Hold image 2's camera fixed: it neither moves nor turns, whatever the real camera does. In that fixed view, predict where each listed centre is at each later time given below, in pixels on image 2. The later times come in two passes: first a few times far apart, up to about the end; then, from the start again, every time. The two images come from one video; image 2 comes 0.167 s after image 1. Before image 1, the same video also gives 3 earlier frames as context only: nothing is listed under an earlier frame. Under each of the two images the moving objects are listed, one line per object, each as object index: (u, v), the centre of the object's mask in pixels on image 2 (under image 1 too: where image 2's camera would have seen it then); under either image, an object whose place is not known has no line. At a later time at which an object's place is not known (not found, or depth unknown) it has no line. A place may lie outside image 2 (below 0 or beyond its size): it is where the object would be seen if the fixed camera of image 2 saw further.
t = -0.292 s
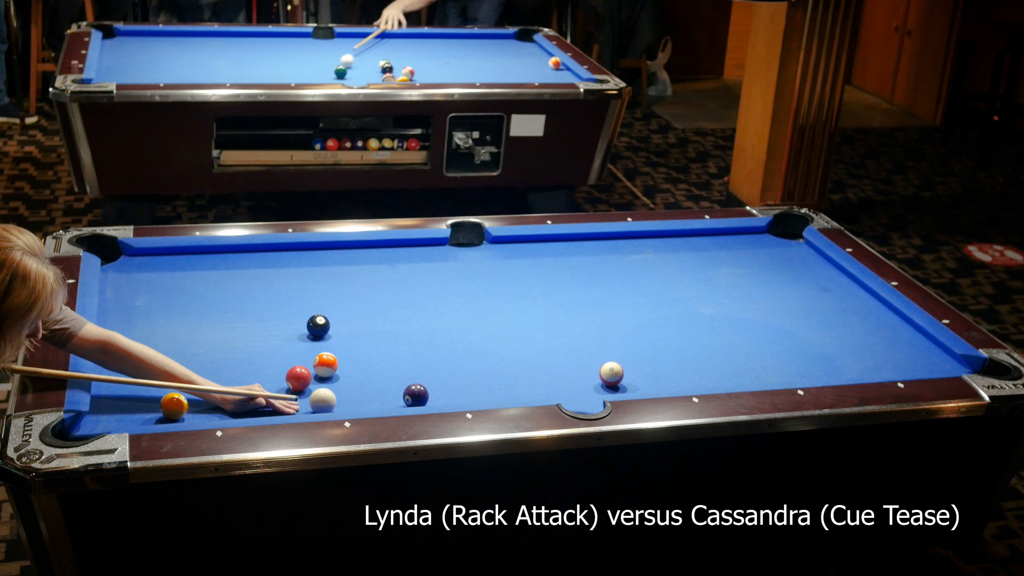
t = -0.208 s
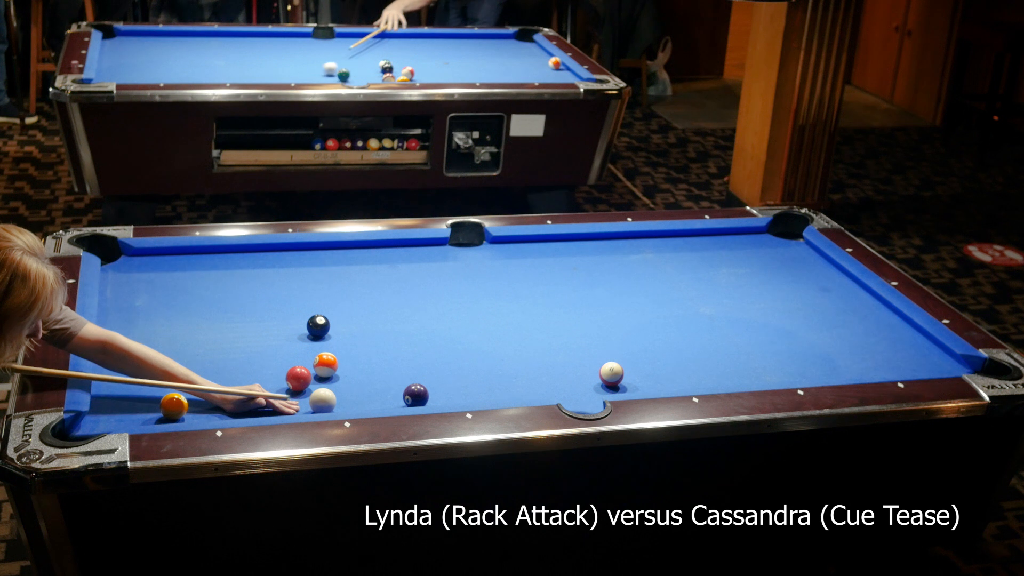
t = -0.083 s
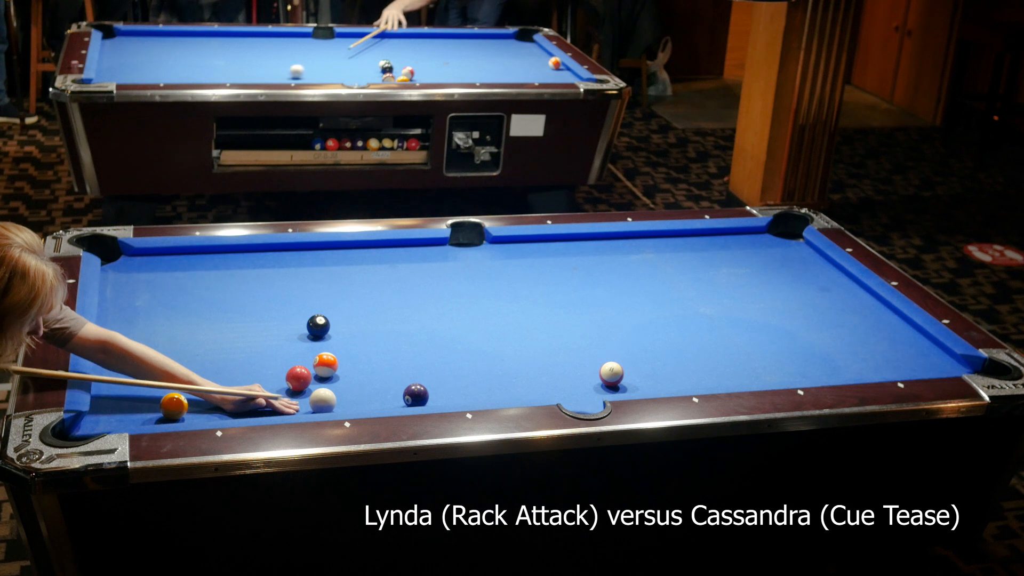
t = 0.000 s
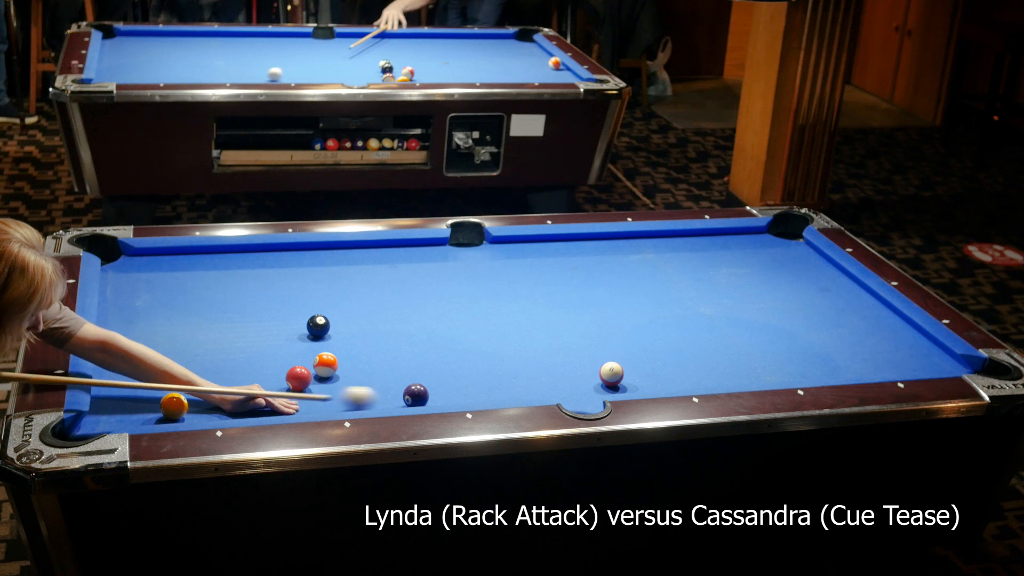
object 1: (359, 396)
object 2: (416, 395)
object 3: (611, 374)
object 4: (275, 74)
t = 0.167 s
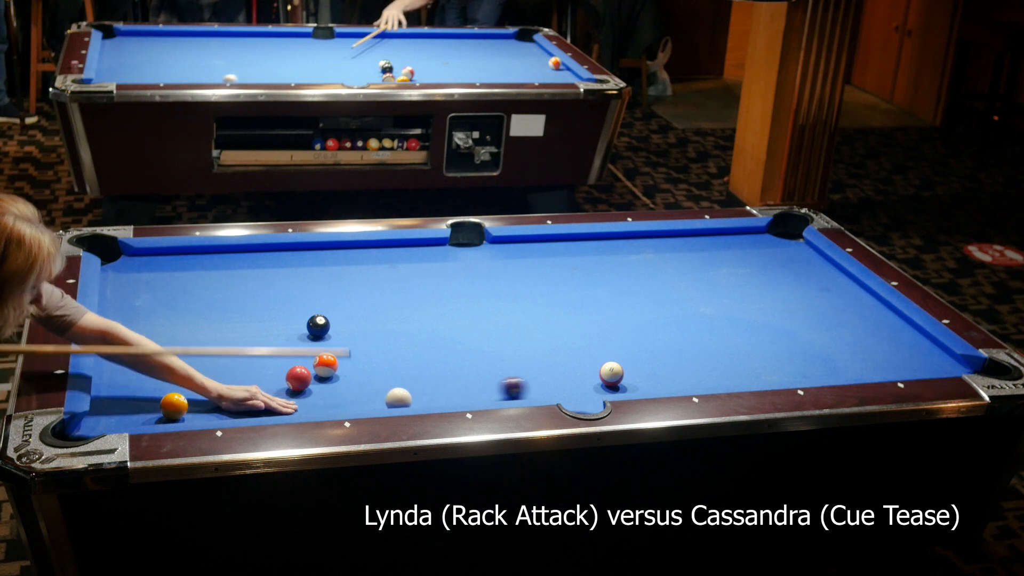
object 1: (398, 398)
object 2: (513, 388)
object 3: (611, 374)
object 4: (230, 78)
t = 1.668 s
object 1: (434, 395)
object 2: (798, 336)
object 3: (766, 286)
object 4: (198, 54)
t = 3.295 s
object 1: (434, 395)
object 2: (852, 307)
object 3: (760, 244)
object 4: (306, 35)
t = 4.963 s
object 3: (717, 237)
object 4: (346, 41)
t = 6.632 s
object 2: (827, 307)
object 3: (716, 237)
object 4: (349, 42)
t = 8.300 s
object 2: (827, 307)
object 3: (716, 237)
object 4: (348, 42)
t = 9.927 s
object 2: (827, 307)
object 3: (716, 237)
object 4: (348, 42)
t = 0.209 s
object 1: (401, 399)
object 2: (538, 386)
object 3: (611, 374)
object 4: (219, 79)
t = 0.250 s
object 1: (403, 399)
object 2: (561, 385)
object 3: (611, 374)
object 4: (209, 79)
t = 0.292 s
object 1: (406, 399)
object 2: (583, 384)
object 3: (611, 374)
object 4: (199, 79)
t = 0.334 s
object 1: (408, 399)
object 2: (601, 384)
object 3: (616, 370)
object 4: (191, 78)
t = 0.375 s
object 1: (411, 399)
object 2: (616, 384)
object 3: (623, 366)
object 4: (181, 77)
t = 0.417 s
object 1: (413, 400)
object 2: (630, 386)
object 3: (630, 363)
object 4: (172, 77)
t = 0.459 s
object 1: (415, 400)
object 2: (636, 384)
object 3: (635, 360)
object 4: (163, 76)
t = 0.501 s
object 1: (416, 399)
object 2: (643, 383)
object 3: (640, 357)
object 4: (154, 76)
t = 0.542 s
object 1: (418, 399)
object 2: (650, 381)
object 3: (646, 353)
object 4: (144, 76)
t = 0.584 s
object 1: (419, 399)
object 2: (657, 380)
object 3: (652, 350)
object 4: (136, 75)
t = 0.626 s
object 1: (420, 398)
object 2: (663, 378)
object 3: (657, 347)
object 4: (127, 74)
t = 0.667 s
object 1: (421, 398)
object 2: (670, 377)
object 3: (663, 344)
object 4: (118, 73)
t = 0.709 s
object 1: (422, 398)
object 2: (676, 375)
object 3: (668, 341)
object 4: (109, 73)
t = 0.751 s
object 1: (424, 398)
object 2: (683, 373)
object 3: (673, 338)
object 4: (104, 72)
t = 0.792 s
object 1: (424, 397)
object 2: (689, 371)
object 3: (678, 335)
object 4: (110, 71)
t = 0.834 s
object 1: (425, 397)
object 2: (695, 369)
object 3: (683, 332)
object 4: (115, 70)
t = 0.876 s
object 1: (426, 397)
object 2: (701, 367)
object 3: (688, 329)
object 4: (120, 69)
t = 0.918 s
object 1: (427, 397)
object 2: (707, 365)
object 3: (692, 327)
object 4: (125, 68)
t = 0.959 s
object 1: (428, 397)
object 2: (712, 363)
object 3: (697, 324)
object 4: (129, 67)
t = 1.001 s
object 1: (429, 396)
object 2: (718, 361)
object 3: (702, 321)
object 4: (134, 67)
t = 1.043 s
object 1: (430, 396)
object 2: (724, 360)
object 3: (707, 319)
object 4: (138, 66)
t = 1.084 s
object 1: (430, 396)
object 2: (730, 358)
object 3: (711, 317)
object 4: (143, 65)
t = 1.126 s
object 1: (431, 396)
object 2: (735, 356)
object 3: (715, 314)
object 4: (147, 64)
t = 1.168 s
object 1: (431, 396)
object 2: (740, 355)
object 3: (719, 311)
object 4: (151, 63)
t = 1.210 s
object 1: (432, 396)
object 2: (745, 353)
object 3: (724, 309)
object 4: (156, 62)
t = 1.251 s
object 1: (433, 396)
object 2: (751, 351)
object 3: (728, 307)
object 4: (160, 62)
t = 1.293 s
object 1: (433, 396)
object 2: (756, 350)
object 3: (732, 305)
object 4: (164, 61)
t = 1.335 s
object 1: (433, 396)
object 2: (761, 348)
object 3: (736, 302)
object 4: (168, 60)
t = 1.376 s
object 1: (433, 395)
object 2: (766, 346)
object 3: (740, 300)
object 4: (172, 59)
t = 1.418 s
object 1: (434, 395)
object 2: (771, 344)
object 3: (744, 298)
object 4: (176, 58)
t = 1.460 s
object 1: (434, 395)
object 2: (776, 343)
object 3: (748, 296)
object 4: (180, 58)
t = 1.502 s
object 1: (434, 395)
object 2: (780, 342)
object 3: (751, 294)
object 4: (184, 57)
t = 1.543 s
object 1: (434, 395)
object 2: (785, 340)
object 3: (755, 291)
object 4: (187, 56)
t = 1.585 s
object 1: (434, 395)
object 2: (789, 339)
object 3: (759, 289)
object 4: (191, 55)
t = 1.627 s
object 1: (434, 395)
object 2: (794, 337)
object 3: (762, 288)
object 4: (195, 55)
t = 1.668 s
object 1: (434, 395)
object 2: (798, 336)
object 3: (766, 286)
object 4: (198, 54)
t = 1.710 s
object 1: (434, 395)
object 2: (802, 335)
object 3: (769, 283)
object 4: (202, 53)
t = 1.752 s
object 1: (434, 395)
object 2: (807, 333)
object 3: (773, 282)
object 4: (205, 52)
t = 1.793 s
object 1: (434, 395)
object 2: (811, 332)
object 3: (775, 280)
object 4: (209, 52)
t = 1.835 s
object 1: (434, 395)
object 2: (815, 330)
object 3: (778, 278)
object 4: (212, 51)
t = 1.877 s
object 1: (434, 395)
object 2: (819, 329)
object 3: (781, 276)
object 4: (216, 50)
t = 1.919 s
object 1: (434, 395)
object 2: (823, 328)
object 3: (785, 274)
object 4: (219, 50)
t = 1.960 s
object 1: (434, 395)
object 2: (827, 327)
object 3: (788, 273)
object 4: (222, 49)
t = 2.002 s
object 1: (434, 395)
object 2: (831, 326)
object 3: (791, 271)
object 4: (226, 48)
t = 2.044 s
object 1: (434, 395)
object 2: (834, 324)
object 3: (793, 270)
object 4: (229, 48)
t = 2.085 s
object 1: (434, 395)
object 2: (838, 323)
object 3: (796, 268)
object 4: (232, 47)
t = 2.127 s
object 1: (434, 395)
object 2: (841, 322)
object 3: (799, 266)
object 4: (235, 46)
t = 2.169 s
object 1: (434, 395)
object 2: (845, 321)
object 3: (802, 265)
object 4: (238, 46)
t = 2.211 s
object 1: (434, 395)
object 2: (849, 320)
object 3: (804, 263)
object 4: (242, 45)
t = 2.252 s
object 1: (434, 395)
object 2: (852, 319)
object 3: (807, 262)
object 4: (244, 45)
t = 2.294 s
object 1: (434, 395)
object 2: (856, 318)
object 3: (809, 260)
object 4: (247, 44)
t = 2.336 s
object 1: (434, 395)
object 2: (859, 317)
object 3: (812, 259)
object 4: (250, 43)
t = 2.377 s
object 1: (434, 395)
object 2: (863, 316)
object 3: (814, 257)
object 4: (253, 43)
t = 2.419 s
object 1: (434, 395)
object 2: (866, 315)
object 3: (817, 256)
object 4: (256, 42)
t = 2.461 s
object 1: (434, 395)
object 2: (869, 314)
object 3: (815, 255)
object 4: (259, 42)
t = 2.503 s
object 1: (434, 395)
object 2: (872, 314)
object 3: (812, 254)
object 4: (262, 41)
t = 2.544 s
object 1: (434, 395)
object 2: (875, 313)
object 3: (809, 253)
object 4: (265, 40)
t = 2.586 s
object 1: (434, 395)
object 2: (878, 312)
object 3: (806, 253)
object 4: (267, 40)
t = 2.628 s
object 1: (434, 395)
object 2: (881, 311)
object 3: (802, 252)
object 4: (270, 39)
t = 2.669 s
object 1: (434, 395)
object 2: (884, 310)
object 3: (800, 252)
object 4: (272, 39)
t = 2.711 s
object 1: (434, 395)
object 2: (886, 310)
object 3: (796, 251)
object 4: (275, 38)
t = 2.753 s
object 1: (434, 395)
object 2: (884, 309)
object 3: (793, 250)
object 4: (278, 38)
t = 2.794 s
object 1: (434, 395)
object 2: (881, 309)
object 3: (791, 250)
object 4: (280, 37)
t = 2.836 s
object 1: (434, 395)
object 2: (878, 309)
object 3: (788, 249)
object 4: (283, 37)
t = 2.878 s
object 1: (434, 395)
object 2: (875, 309)
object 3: (785, 249)
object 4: (285, 37)
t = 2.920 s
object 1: (434, 395)
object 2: (873, 309)
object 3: (782, 248)
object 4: (288, 36)
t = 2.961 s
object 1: (434, 395)
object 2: (870, 308)
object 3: (780, 248)
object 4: (290, 36)
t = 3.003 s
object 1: (434, 395)
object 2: (868, 308)
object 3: (777, 247)
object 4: (292, 35)
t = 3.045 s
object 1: (434, 395)
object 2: (865, 308)
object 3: (775, 246)
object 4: (295, 35)
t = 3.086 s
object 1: (434, 395)
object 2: (863, 308)
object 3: (772, 246)
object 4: (297, 34)
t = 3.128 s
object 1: (434, 395)
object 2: (861, 308)
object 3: (770, 245)
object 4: (299, 34)
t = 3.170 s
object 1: (434, 395)
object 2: (859, 308)
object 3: (768, 245)
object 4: (301, 34)
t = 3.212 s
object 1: (434, 395)
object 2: (856, 308)
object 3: (765, 245)
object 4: (303, 34)
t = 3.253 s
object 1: (434, 395)
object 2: (854, 307)
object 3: (763, 244)
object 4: (305, 34)
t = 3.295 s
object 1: (434, 395)
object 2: (852, 307)
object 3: (760, 244)
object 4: (306, 35)
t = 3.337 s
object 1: (434, 395)
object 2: (850, 307)
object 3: (758, 243)
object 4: (308, 35)
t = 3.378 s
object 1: (434, 395)
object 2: (849, 307)
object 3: (756, 243)
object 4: (310, 35)
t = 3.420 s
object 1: (434, 395)
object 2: (847, 307)
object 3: (754, 243)
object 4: (311, 36)
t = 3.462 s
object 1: (434, 395)
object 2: (845, 307)
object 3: (752, 242)
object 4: (312, 36)
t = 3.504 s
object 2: (844, 307)
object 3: (750, 242)
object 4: (314, 36)
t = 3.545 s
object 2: (842, 307)
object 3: (748, 242)
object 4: (315, 36)
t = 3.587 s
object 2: (840, 307)
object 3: (746, 241)
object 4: (317, 36)
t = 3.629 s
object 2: (839, 307)
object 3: (745, 241)
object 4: (318, 37)
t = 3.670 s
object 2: (838, 307)
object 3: (743, 241)
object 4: (320, 37)
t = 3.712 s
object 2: (836, 307)
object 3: (741, 241)
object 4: (321, 37)
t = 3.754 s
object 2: (835, 307)
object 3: (740, 240)
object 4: (322, 37)
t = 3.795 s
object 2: (834, 306)
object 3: (738, 240)
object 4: (324, 37)
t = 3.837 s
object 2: (833, 306)
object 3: (736, 240)
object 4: (325, 37)
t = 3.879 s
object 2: (832, 306)
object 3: (735, 240)
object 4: (326, 38)
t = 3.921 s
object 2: (831, 306)
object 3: (734, 240)
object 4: (329, 37)
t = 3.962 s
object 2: (830, 306)
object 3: (732, 240)
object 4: (328, 38)
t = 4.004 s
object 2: (829, 306)
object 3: (731, 239)
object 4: (330, 38)
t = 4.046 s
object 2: (828, 306)
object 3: (730, 239)
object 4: (331, 38)
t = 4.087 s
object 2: (828, 306)
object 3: (728, 239)
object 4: (332, 38)
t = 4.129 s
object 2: (827, 306)
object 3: (727, 239)
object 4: (333, 37)
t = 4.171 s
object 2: (827, 307)
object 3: (726, 239)
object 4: (332, 35)
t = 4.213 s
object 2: (826, 307)
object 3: (726, 239)
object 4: (334, 39)
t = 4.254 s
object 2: (826, 307)
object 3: (724, 238)
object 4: (336, 39)
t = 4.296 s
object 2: (826, 307)
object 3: (724, 238)
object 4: (336, 39)
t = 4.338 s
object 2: (826, 307)
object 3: (723, 238)
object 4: (337, 40)
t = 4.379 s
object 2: (826, 307)
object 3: (722, 238)
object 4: (338, 40)
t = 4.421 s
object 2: (826, 307)
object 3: (722, 238)
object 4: (339, 40)
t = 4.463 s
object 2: (826, 307)
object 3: (721, 238)
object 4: (339, 40)
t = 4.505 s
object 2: (826, 307)
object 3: (720, 238)
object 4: (340, 40)
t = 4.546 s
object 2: (826, 307)
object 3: (720, 238)
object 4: (341, 40)
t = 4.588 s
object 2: (826, 307)
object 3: (720, 238)
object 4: (341, 40)
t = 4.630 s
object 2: (826, 307)
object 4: (342, 41)
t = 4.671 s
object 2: (826, 307)
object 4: (343, 41)
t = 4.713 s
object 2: (826, 307)
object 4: (343, 41)
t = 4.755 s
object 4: (344, 41)
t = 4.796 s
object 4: (344, 41)
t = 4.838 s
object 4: (345, 41)
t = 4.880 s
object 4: (346, 41)
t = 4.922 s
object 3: (716, 236)
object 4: (346, 41)
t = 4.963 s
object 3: (717, 237)
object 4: (346, 41)
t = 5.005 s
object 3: (716, 237)
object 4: (347, 41)
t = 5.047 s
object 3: (716, 237)
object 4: (347, 41)
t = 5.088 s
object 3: (716, 237)
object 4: (347, 41)
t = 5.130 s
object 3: (716, 237)
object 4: (348, 41)
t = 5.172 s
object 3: (716, 237)
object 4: (348, 41)
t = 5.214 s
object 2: (824, 304)
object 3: (716, 237)
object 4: (348, 41)
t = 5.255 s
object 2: (827, 307)
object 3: (716, 237)
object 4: (349, 42)
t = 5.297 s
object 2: (826, 306)
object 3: (716, 237)
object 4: (349, 42)
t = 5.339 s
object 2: (827, 306)
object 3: (716, 237)
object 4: (349, 42)
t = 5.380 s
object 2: (827, 306)
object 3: (716, 237)
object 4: (349, 42)
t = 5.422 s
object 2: (827, 306)
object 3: (716, 237)
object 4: (349, 42)
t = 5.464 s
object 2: (827, 306)
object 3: (716, 237)
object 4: (349, 42)
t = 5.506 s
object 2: (827, 306)
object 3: (716, 237)
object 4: (349, 42)
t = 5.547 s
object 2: (827, 306)
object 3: (716, 237)
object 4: (349, 42)
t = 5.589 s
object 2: (827, 306)
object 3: (716, 237)
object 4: (349, 42)
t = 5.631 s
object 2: (827, 306)
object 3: (716, 237)
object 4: (349, 42)
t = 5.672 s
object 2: (827, 306)
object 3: (716, 237)
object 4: (349, 42)
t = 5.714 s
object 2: (827, 306)
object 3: (716, 237)
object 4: (349, 42)
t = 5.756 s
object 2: (827, 306)
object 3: (716, 237)
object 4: (349, 42)
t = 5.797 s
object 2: (827, 306)
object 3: (716, 237)
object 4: (349, 42)
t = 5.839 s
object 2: (827, 306)
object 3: (716, 237)
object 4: (349, 42)
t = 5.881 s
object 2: (827, 306)
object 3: (716, 237)
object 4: (349, 42)
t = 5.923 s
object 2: (827, 306)
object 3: (716, 237)
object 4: (348, 42)
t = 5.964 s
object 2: (827, 306)
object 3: (716, 237)
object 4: (349, 42)
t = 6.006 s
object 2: (827, 306)
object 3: (716, 237)
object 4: (349, 42)
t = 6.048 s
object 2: (827, 306)
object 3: (716, 237)
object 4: (348, 42)
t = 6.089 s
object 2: (827, 306)
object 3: (716, 237)
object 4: (348, 42)
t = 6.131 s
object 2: (827, 306)
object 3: (716, 237)
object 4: (348, 42)
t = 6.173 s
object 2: (827, 306)
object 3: (716, 237)
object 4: (349, 42)
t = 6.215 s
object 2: (827, 306)
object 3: (716, 237)
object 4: (348, 42)
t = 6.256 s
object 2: (827, 306)
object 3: (716, 237)
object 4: (348, 42)
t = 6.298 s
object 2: (827, 307)
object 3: (716, 237)
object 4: (348, 42)
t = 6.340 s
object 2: (827, 307)
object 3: (716, 237)
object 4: (349, 42)
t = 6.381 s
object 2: (827, 307)
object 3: (716, 237)
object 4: (348, 42)
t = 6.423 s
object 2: (827, 307)
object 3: (716, 237)
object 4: (348, 42)
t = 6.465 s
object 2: (827, 307)
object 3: (716, 237)
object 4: (349, 42)
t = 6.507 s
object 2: (827, 307)
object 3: (716, 237)
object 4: (348, 42)
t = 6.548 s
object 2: (827, 307)
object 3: (716, 237)
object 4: (349, 42)
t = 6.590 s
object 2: (827, 307)
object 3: (716, 237)
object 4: (348, 42)
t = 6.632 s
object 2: (827, 307)
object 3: (716, 237)
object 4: (349, 42)
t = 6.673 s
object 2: (827, 307)
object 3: (716, 237)
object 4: (349, 42)
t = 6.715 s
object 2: (827, 307)
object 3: (716, 237)
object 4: (349, 42)
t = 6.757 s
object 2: (827, 307)
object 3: (716, 237)
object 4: (348, 42)
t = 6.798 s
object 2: (827, 307)
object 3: (716, 237)
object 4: (348, 42)
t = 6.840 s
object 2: (827, 307)
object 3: (716, 237)
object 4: (348, 42)
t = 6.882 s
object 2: (827, 307)
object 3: (716, 237)
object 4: (348, 42)
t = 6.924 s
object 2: (827, 307)
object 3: (716, 237)
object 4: (348, 42)
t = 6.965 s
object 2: (827, 307)
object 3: (716, 237)
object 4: (348, 42)
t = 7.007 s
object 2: (827, 307)
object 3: (716, 237)
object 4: (349, 42)
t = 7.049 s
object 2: (827, 307)
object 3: (716, 237)
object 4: (348, 42)
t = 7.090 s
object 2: (827, 307)
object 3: (716, 237)
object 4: (348, 42)
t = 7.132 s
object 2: (827, 307)
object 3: (716, 237)
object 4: (348, 42)
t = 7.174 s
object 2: (827, 307)
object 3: (716, 237)
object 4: (348, 42)
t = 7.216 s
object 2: (827, 307)
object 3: (716, 237)
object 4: (349, 42)
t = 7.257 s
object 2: (827, 307)
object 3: (716, 237)
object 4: (348, 42)
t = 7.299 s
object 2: (827, 307)
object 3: (716, 237)
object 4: (349, 42)
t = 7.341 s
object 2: (827, 307)
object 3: (716, 237)
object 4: (349, 42)
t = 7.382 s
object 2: (827, 307)
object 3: (716, 237)
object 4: (348, 42)
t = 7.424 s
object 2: (827, 307)
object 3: (716, 237)
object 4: (348, 42)
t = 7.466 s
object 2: (827, 307)
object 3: (716, 237)
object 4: (349, 42)
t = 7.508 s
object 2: (827, 307)
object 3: (716, 237)
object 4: (349, 42)
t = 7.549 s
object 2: (827, 307)
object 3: (716, 237)
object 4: (348, 42)
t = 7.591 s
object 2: (827, 307)
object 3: (716, 237)
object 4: (348, 42)
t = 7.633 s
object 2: (827, 307)
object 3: (716, 237)
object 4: (348, 42)
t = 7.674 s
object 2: (827, 307)
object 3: (716, 237)
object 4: (349, 42)
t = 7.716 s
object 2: (827, 307)
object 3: (716, 237)
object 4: (348, 42)
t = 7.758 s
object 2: (827, 307)
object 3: (716, 237)
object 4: (349, 42)
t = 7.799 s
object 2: (827, 307)
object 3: (716, 237)
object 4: (348, 42)
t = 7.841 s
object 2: (827, 307)
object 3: (716, 237)
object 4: (349, 42)
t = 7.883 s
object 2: (827, 307)
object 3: (716, 237)
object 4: (348, 42)
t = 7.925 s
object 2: (827, 307)
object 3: (716, 237)
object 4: (348, 42)
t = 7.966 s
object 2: (827, 307)
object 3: (716, 237)
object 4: (348, 42)
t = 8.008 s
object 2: (827, 307)
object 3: (716, 237)
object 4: (348, 42)
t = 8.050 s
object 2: (827, 307)
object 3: (716, 237)
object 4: (348, 42)
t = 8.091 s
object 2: (827, 307)
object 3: (716, 237)
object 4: (349, 42)
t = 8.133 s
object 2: (827, 307)
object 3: (716, 237)
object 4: (348, 42)
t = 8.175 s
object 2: (827, 307)
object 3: (716, 237)
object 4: (348, 42)
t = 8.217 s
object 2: (827, 307)
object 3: (716, 237)
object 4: (348, 42)
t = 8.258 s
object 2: (827, 307)
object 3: (716, 237)
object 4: (349, 42)
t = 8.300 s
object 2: (827, 307)
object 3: (716, 237)
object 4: (348, 42)
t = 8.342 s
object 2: (827, 307)
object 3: (716, 237)
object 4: (348, 42)
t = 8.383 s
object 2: (827, 307)
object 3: (716, 237)
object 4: (348, 42)
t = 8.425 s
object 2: (827, 307)
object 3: (716, 237)
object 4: (349, 42)
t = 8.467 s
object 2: (827, 307)
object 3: (716, 237)
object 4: (348, 42)
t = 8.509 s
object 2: (827, 307)
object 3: (716, 237)
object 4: (348, 42)
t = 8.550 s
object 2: (827, 307)
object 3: (716, 237)
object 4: (348, 42)
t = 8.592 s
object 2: (827, 307)
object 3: (716, 237)
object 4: (349, 42)
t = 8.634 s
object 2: (827, 307)
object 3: (716, 237)
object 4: (349, 42)
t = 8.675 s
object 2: (827, 307)
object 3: (716, 237)
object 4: (348, 42)
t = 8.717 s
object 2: (827, 307)
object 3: (716, 237)
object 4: (349, 42)
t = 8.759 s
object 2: (827, 307)
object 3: (716, 237)
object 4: (349, 42)
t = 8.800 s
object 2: (827, 307)
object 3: (716, 237)
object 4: (349, 42)
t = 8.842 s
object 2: (827, 307)
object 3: (716, 237)
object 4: (349, 42)
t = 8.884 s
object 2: (827, 307)
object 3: (716, 237)
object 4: (348, 42)
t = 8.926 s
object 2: (827, 307)
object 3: (716, 237)
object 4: (348, 42)
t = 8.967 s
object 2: (827, 307)
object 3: (716, 237)
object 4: (348, 42)
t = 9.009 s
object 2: (827, 307)
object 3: (716, 237)
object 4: (348, 42)
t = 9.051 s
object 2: (827, 307)
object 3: (716, 237)
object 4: (348, 42)
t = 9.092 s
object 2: (827, 307)
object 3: (716, 237)
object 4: (348, 42)
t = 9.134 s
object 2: (827, 307)
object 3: (716, 237)
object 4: (349, 42)
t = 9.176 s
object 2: (827, 307)
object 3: (716, 237)
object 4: (349, 42)
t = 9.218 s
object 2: (827, 307)
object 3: (716, 237)
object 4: (349, 42)
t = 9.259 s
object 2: (827, 307)
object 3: (716, 237)
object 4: (348, 42)
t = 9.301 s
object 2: (827, 307)
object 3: (716, 237)
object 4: (348, 42)
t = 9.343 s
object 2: (827, 307)
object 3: (716, 237)
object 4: (348, 42)
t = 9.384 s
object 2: (827, 307)
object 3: (716, 237)
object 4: (348, 42)
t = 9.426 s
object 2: (827, 307)
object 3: (716, 237)
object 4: (348, 42)
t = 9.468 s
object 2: (827, 307)
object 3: (716, 237)
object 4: (348, 42)
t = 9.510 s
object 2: (827, 307)
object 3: (716, 237)
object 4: (348, 42)
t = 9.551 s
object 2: (827, 307)
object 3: (716, 237)
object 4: (349, 42)
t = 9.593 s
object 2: (827, 307)
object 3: (716, 237)
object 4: (349, 42)
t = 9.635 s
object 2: (827, 307)
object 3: (716, 237)
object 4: (348, 42)
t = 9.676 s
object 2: (827, 307)
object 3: (716, 237)
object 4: (348, 42)
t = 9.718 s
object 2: (827, 307)
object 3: (716, 237)
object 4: (348, 42)
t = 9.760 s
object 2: (827, 307)
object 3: (716, 237)
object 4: (348, 42)
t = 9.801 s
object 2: (827, 307)
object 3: (716, 237)
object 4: (349, 42)
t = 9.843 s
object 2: (827, 307)
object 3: (716, 237)
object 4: (348, 42)
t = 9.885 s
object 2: (827, 307)
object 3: (716, 237)
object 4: (348, 42)
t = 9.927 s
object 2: (827, 307)
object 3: (716, 237)
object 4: (348, 42)
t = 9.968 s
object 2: (827, 307)
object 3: (716, 237)
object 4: (348, 42)
